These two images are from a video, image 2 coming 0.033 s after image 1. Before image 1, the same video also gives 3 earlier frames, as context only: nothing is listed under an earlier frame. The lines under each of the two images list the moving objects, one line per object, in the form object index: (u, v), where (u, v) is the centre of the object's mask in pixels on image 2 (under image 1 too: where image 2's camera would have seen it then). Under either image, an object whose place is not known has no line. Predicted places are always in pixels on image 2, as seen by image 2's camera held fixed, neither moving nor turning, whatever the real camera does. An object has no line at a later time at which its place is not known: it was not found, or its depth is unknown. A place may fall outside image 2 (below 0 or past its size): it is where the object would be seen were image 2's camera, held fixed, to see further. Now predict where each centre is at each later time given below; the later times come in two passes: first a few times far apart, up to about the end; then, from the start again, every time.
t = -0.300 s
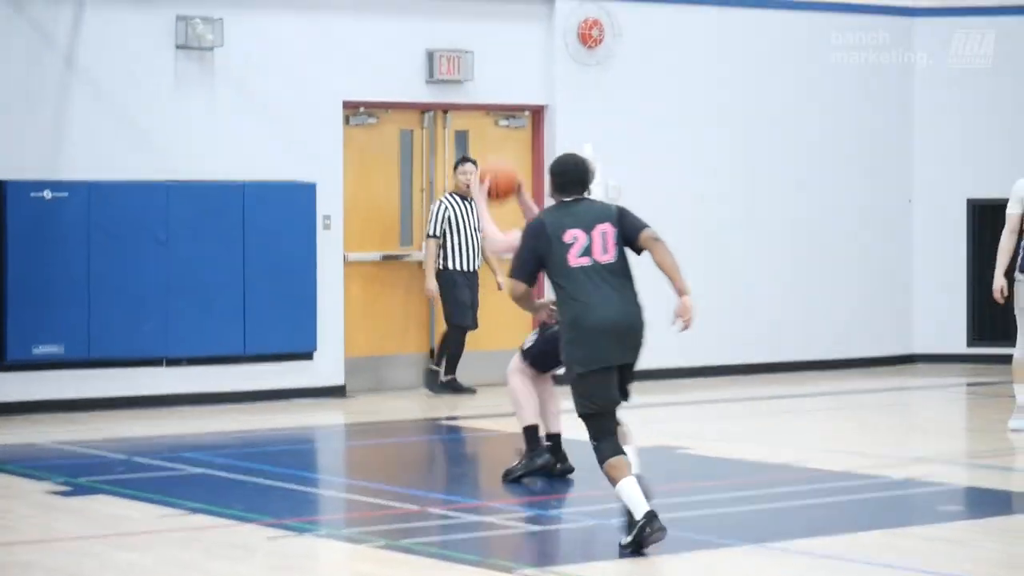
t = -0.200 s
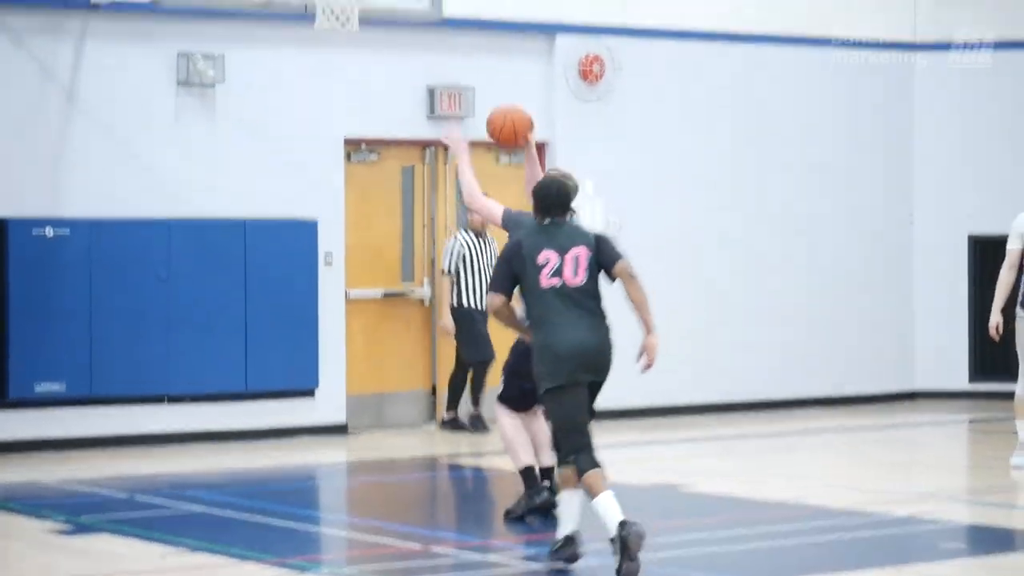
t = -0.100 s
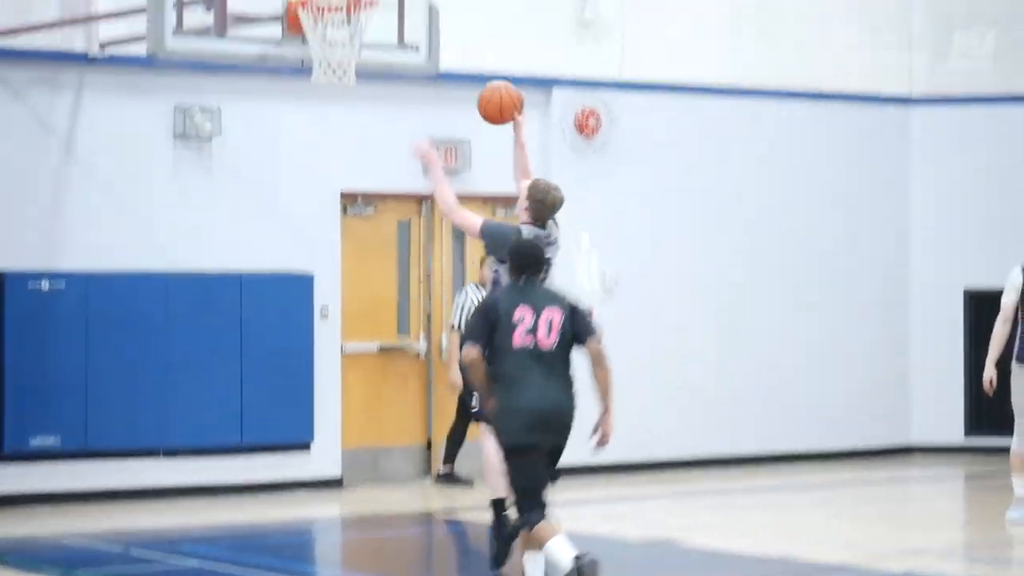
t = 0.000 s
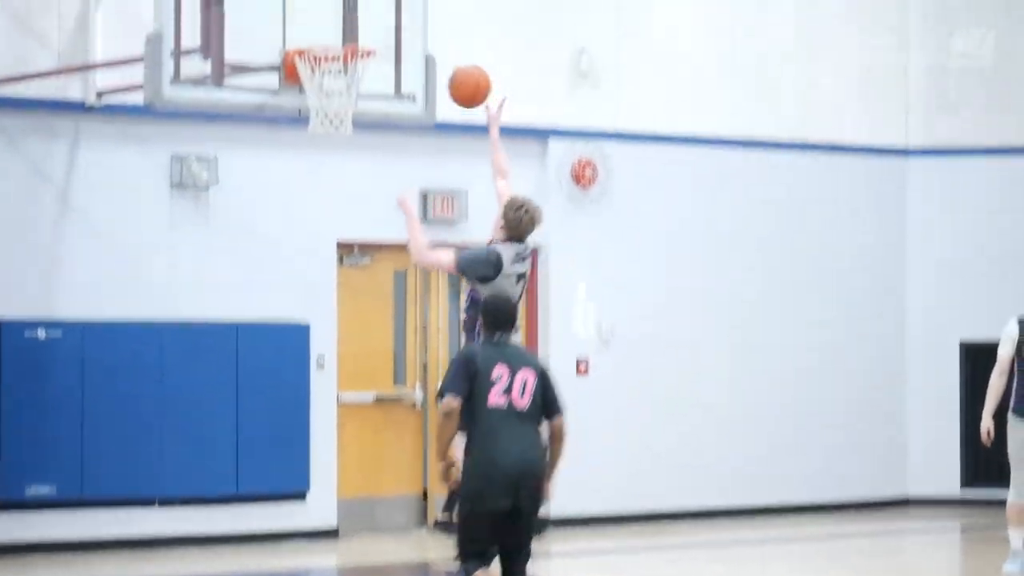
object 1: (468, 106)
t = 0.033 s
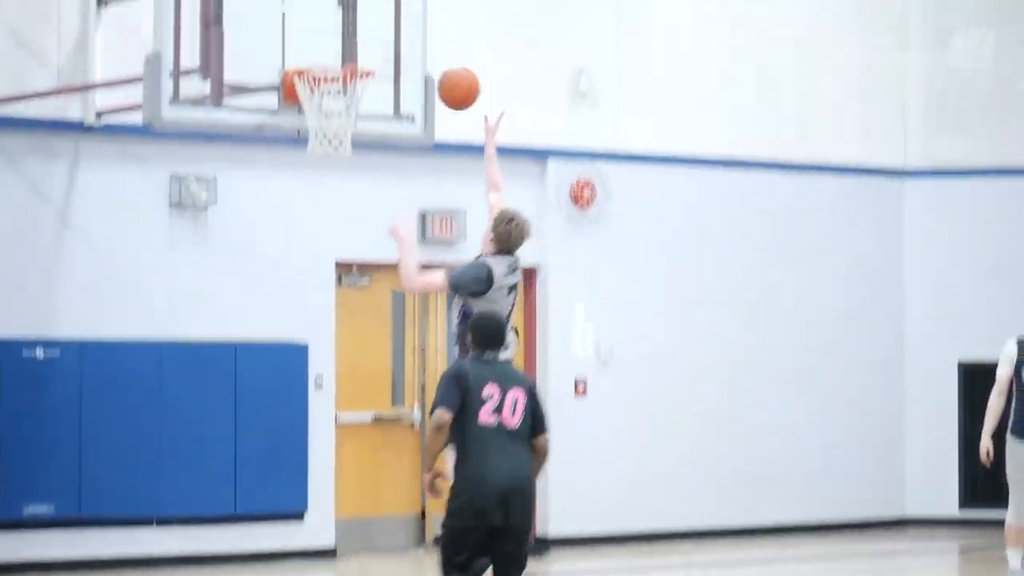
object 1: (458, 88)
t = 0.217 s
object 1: (409, 29)
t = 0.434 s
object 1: (350, 32)
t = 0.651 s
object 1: (324, 101)
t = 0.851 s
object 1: (351, 130)
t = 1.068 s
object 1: (360, 184)
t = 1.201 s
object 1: (368, 261)
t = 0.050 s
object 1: (454, 80)
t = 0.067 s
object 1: (449, 73)
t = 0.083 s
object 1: (444, 66)
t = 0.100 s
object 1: (440, 60)
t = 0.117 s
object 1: (435, 54)
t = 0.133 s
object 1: (431, 49)
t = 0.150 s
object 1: (426, 44)
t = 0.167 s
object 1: (421, 40)
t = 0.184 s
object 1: (417, 36)
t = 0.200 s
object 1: (413, 33)
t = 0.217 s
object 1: (409, 29)
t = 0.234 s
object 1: (404, 26)
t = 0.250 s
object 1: (400, 24)
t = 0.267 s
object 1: (395, 22)
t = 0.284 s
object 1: (391, 21)
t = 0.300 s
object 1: (386, 20)
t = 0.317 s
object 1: (382, 20)
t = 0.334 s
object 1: (377, 21)
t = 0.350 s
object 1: (373, 21)
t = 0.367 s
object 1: (368, 23)
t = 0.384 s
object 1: (364, 25)
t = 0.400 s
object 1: (359, 27)
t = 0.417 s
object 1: (355, 29)
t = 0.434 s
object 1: (350, 32)
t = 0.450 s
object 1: (346, 36)
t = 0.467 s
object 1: (342, 40)
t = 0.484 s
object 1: (338, 45)
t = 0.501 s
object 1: (333, 50)
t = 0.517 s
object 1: (329, 54)
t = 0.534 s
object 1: (324, 57)
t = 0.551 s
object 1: (319, 60)
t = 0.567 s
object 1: (316, 63)
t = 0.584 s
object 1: (315, 66)
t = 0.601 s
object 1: (318, 85)
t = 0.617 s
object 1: (323, 92)
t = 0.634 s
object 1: (320, 96)
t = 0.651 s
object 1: (324, 101)
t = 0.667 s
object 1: (326, 107)
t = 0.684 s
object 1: (328, 110)
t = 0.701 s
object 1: (328, 114)
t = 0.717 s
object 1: (332, 113)
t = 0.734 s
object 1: (336, 119)
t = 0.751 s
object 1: (340, 123)
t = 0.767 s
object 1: (342, 125)
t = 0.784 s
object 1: (344, 126)
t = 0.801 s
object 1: (345, 128)
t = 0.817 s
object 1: (348, 129)
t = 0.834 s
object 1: (350, 129)
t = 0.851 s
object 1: (351, 130)
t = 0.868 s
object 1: (352, 132)
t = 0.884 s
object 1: (353, 133)
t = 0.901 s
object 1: (354, 134)
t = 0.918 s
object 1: (354, 139)
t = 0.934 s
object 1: (355, 143)
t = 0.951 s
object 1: (356, 148)
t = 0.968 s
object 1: (357, 151)
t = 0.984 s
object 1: (358, 156)
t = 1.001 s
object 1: (359, 162)
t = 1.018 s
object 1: (359, 166)
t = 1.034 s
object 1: (359, 171)
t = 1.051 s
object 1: (360, 178)
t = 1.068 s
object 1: (360, 184)
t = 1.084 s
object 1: (360, 191)
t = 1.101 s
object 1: (361, 199)
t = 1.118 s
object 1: (362, 208)
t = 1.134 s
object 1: (363, 217)
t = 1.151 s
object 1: (363, 226)
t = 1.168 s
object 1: (363, 236)
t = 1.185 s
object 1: (367, 250)
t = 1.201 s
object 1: (368, 261)
